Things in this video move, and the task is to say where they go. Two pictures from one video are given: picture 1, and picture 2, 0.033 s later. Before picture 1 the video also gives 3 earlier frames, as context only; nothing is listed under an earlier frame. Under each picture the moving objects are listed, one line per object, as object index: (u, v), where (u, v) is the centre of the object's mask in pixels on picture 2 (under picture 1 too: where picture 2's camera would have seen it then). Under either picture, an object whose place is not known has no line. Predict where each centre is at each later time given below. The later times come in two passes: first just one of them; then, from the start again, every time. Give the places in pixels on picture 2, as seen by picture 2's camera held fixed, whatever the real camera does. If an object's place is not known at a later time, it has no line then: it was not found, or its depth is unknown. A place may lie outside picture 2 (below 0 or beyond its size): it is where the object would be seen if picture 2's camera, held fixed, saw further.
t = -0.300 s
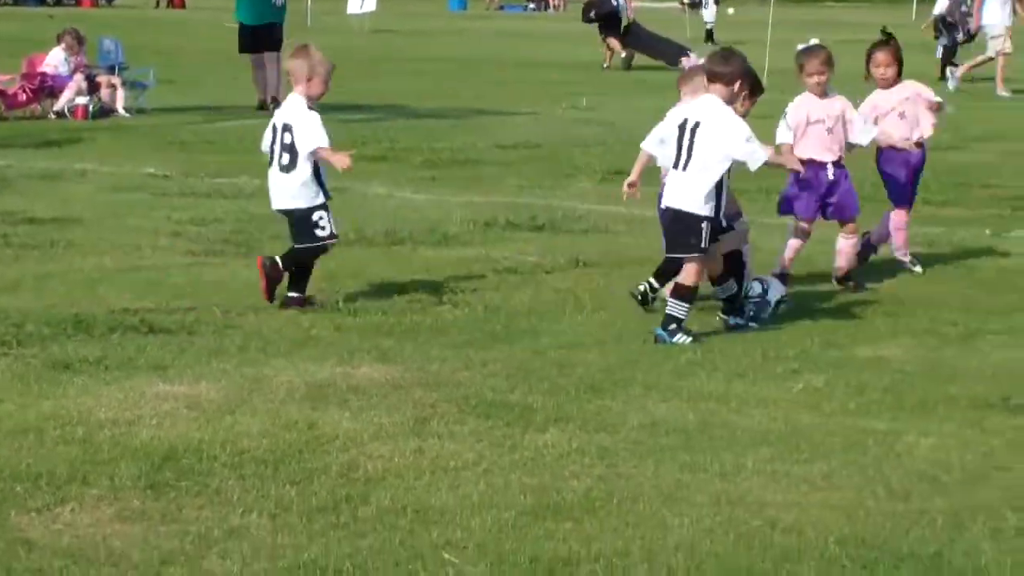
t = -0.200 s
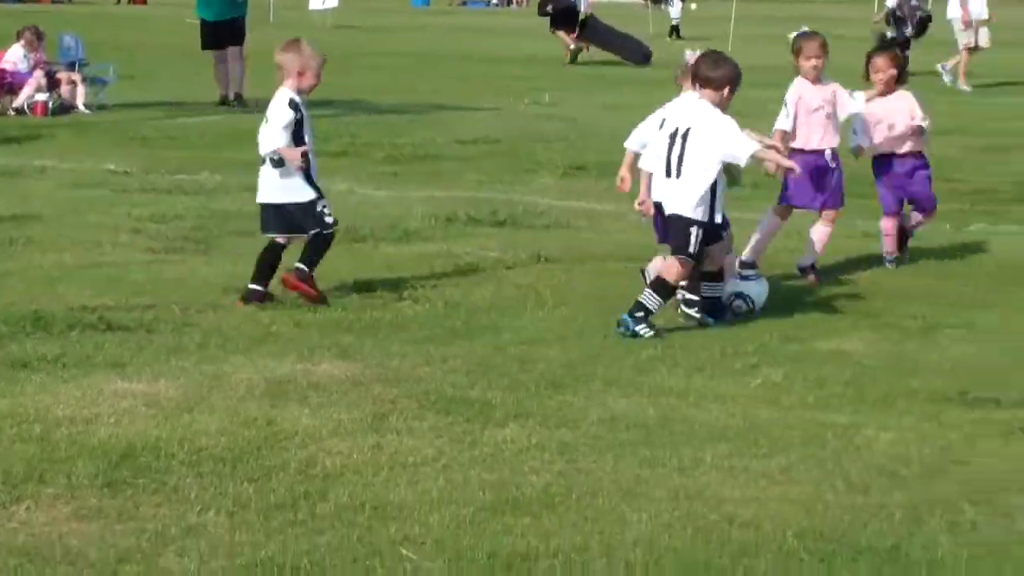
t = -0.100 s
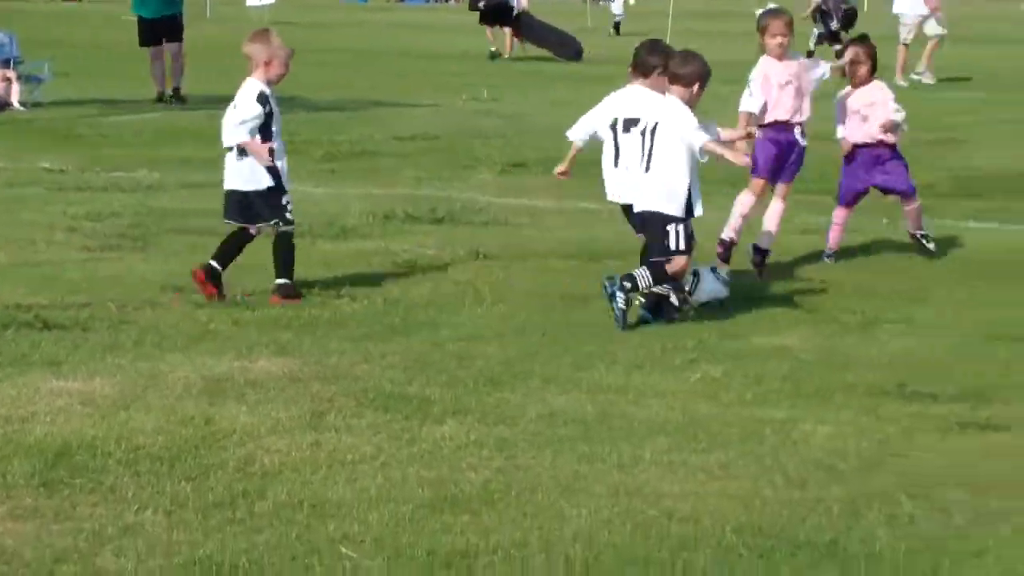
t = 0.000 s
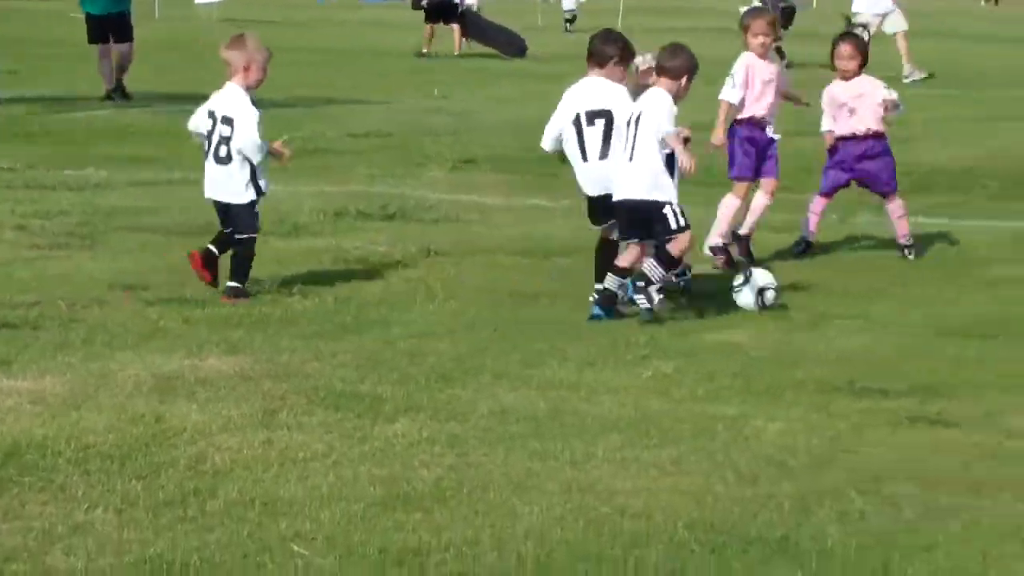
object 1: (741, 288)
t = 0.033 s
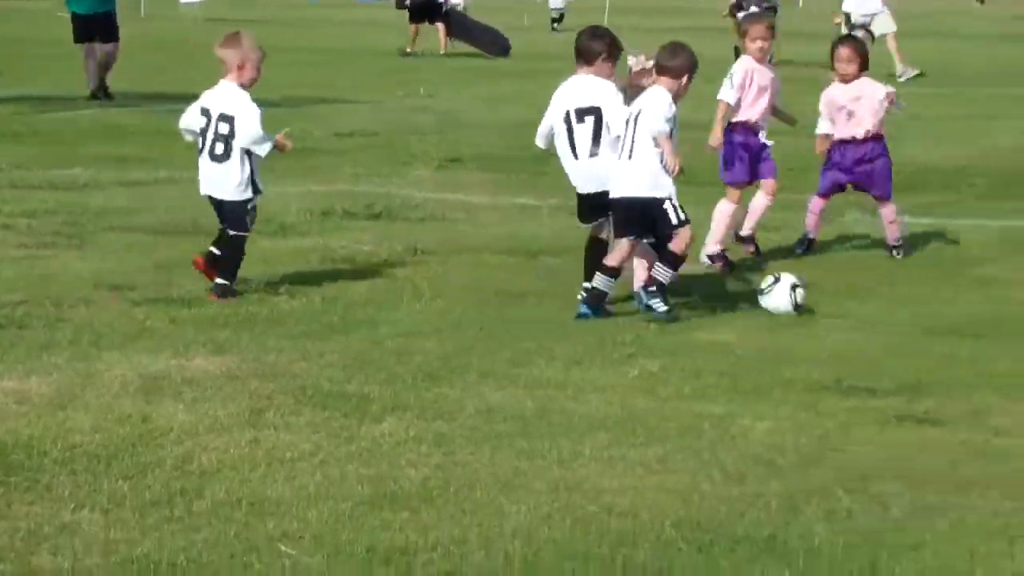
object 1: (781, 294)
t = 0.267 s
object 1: (1020, 307)
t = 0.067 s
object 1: (820, 299)
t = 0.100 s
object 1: (854, 298)
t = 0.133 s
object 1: (886, 295)
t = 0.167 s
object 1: (919, 293)
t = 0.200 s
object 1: (953, 295)
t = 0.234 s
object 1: (987, 300)
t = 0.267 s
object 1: (1020, 307)
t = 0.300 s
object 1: (1053, 314)
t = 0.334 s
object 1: (1082, 313)
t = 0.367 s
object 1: (1106, 310)
